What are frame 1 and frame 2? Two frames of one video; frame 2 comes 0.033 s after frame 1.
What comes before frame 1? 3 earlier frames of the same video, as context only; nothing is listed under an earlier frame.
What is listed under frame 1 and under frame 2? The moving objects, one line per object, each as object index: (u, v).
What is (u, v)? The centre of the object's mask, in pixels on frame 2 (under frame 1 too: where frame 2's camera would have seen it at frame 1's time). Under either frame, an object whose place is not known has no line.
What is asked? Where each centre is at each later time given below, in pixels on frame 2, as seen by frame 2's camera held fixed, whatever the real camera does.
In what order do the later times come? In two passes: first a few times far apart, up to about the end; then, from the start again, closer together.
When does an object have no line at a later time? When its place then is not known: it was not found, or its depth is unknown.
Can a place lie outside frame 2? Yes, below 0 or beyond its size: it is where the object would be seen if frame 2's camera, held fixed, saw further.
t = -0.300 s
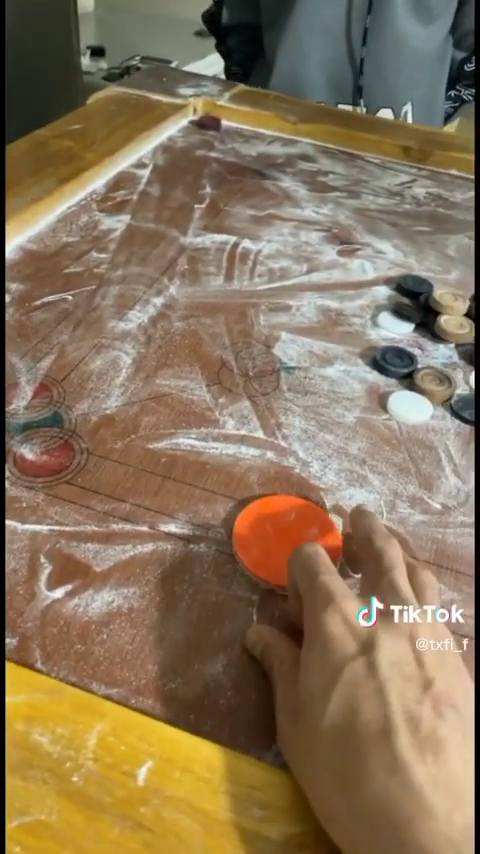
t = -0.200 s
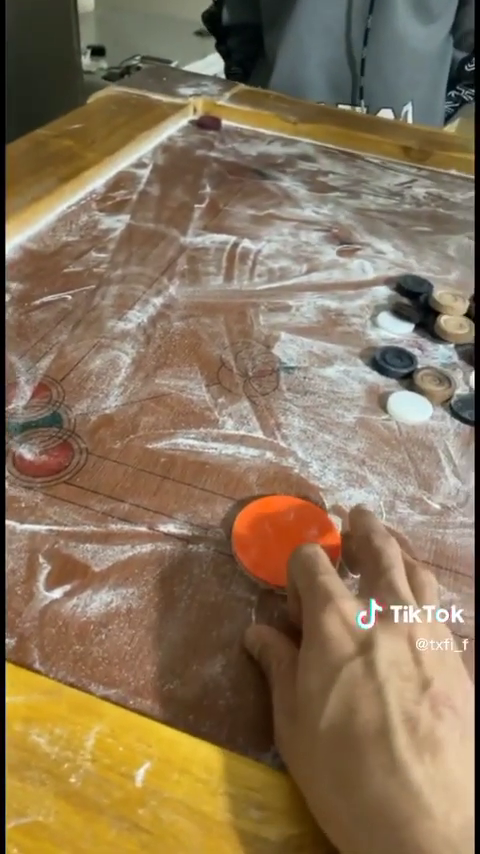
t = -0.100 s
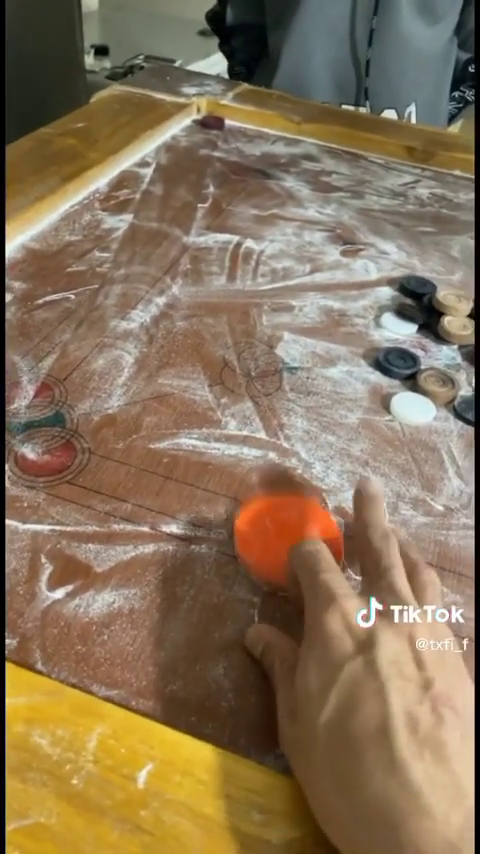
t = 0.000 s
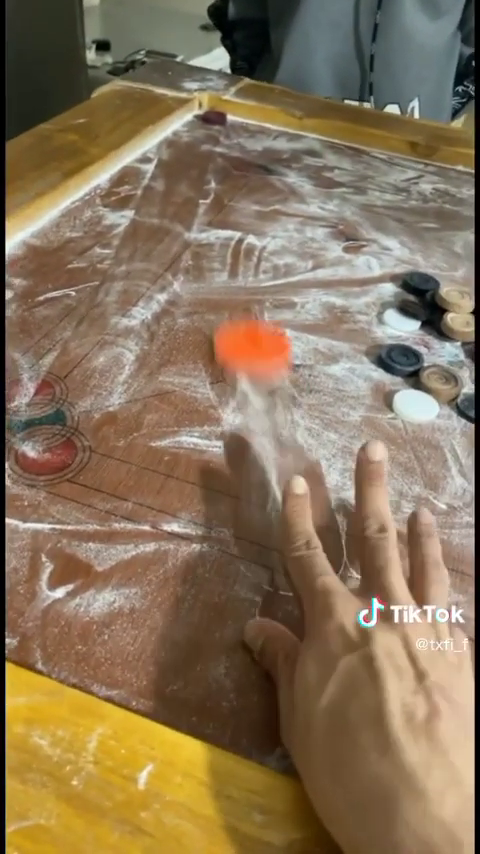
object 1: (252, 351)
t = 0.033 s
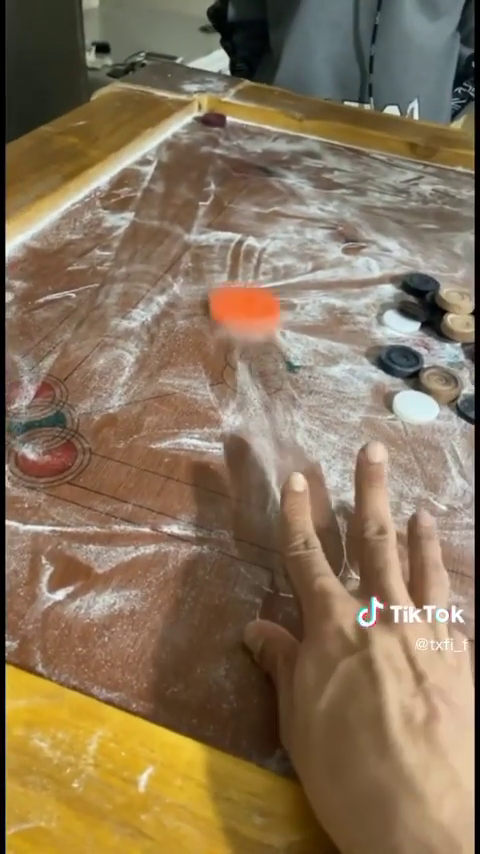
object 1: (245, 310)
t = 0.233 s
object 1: (216, 150)
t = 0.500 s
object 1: (210, 126)
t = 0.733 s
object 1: (209, 128)
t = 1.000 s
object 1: (209, 128)
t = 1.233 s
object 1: (210, 131)
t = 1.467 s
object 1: (210, 131)
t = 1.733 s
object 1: (210, 130)
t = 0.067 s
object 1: (239, 275)
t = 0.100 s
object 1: (234, 245)
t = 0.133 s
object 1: (228, 218)
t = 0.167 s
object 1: (225, 199)
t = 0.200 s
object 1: (219, 162)
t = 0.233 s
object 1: (216, 150)
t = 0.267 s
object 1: (214, 141)
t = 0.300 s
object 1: (213, 133)
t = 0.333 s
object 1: (211, 124)
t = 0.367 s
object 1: (206, 123)
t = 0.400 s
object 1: (209, 123)
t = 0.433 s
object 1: (210, 124)
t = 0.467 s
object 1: (209, 126)
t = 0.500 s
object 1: (210, 126)
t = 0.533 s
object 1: (209, 125)
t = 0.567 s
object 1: (209, 124)
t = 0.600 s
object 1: (209, 125)
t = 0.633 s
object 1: (209, 127)
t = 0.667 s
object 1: (209, 128)
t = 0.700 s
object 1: (209, 128)
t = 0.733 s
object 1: (209, 128)
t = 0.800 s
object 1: (209, 128)
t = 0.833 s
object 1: (208, 128)
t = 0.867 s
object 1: (208, 128)
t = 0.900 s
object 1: (209, 128)
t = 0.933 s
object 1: (209, 129)
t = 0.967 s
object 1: (209, 129)
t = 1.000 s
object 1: (209, 128)
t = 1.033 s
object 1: (209, 129)
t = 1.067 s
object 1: (209, 129)
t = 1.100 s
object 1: (209, 130)
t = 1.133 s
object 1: (210, 129)
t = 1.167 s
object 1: (210, 130)
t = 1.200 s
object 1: (210, 130)
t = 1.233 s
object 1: (210, 131)
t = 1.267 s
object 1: (210, 130)
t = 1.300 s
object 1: (210, 131)
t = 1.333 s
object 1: (211, 132)
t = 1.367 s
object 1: (210, 131)
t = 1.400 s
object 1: (210, 131)
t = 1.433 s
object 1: (210, 132)
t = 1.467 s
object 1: (210, 131)
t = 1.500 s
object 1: (211, 131)
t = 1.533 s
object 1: (211, 131)
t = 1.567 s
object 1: (210, 132)
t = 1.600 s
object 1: (210, 132)
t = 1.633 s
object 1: (210, 132)
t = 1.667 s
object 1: (210, 132)
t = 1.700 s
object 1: (210, 132)
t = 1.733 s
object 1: (210, 130)
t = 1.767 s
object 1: (210, 129)
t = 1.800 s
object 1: (210, 131)
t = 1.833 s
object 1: (209, 131)
